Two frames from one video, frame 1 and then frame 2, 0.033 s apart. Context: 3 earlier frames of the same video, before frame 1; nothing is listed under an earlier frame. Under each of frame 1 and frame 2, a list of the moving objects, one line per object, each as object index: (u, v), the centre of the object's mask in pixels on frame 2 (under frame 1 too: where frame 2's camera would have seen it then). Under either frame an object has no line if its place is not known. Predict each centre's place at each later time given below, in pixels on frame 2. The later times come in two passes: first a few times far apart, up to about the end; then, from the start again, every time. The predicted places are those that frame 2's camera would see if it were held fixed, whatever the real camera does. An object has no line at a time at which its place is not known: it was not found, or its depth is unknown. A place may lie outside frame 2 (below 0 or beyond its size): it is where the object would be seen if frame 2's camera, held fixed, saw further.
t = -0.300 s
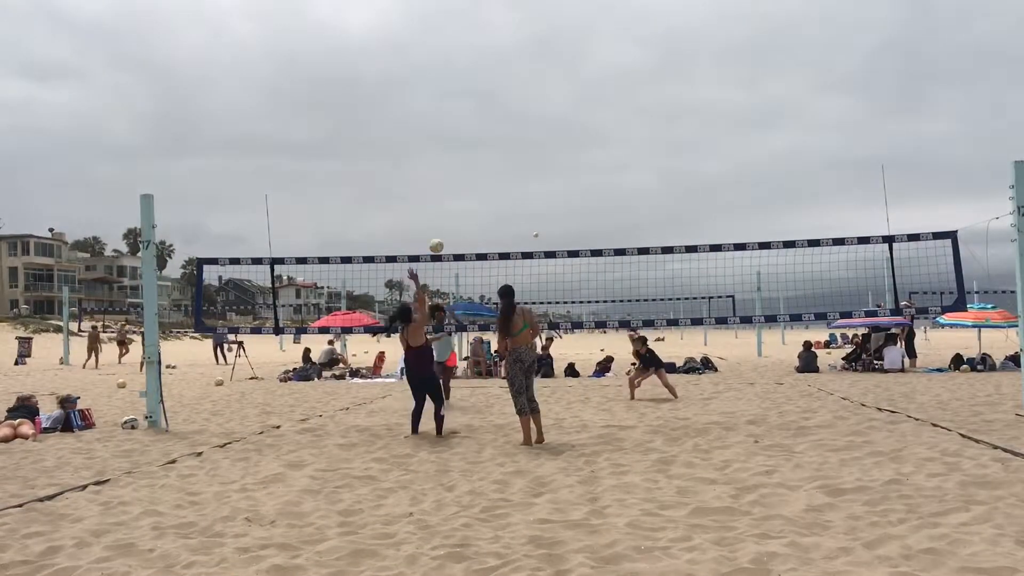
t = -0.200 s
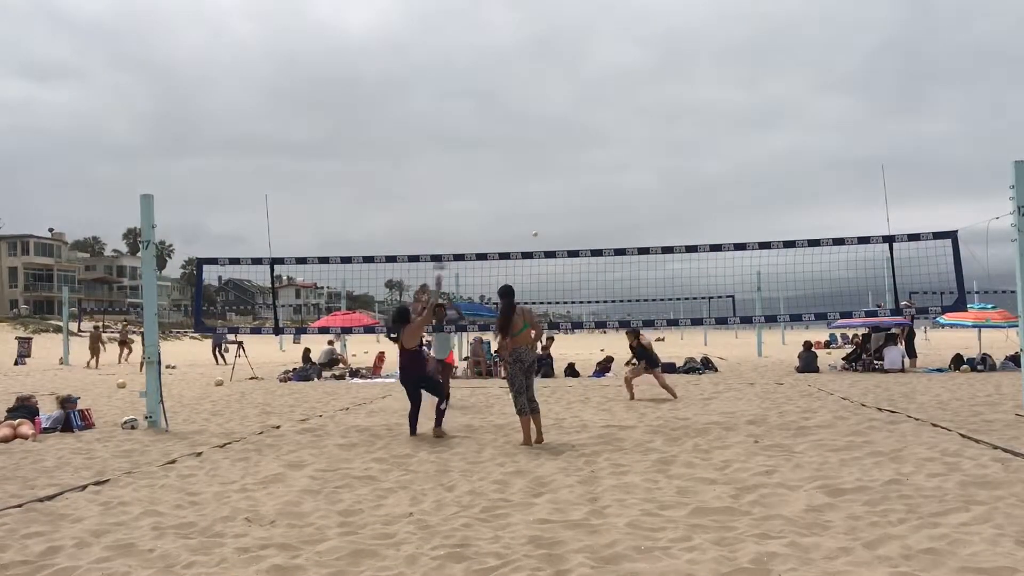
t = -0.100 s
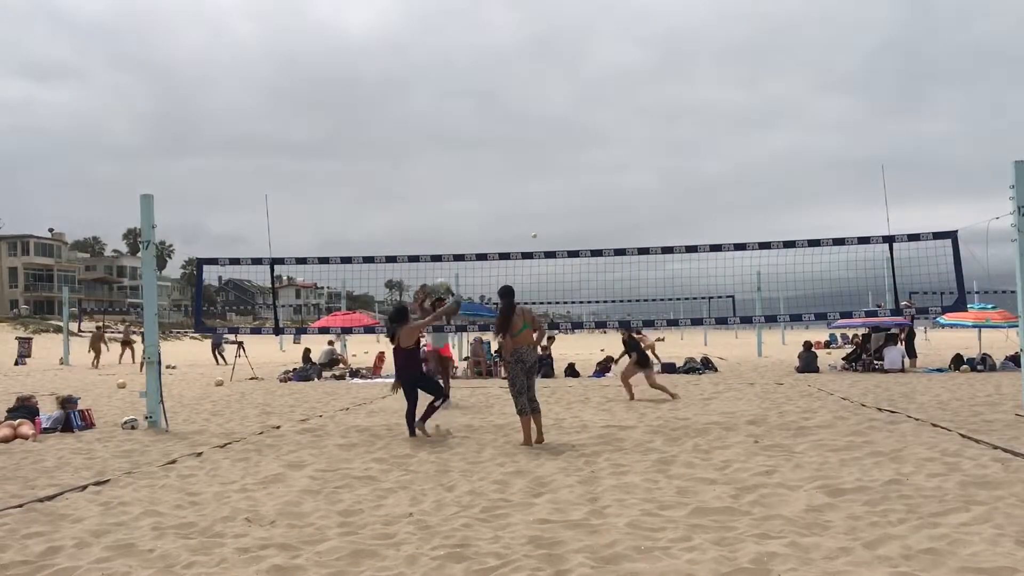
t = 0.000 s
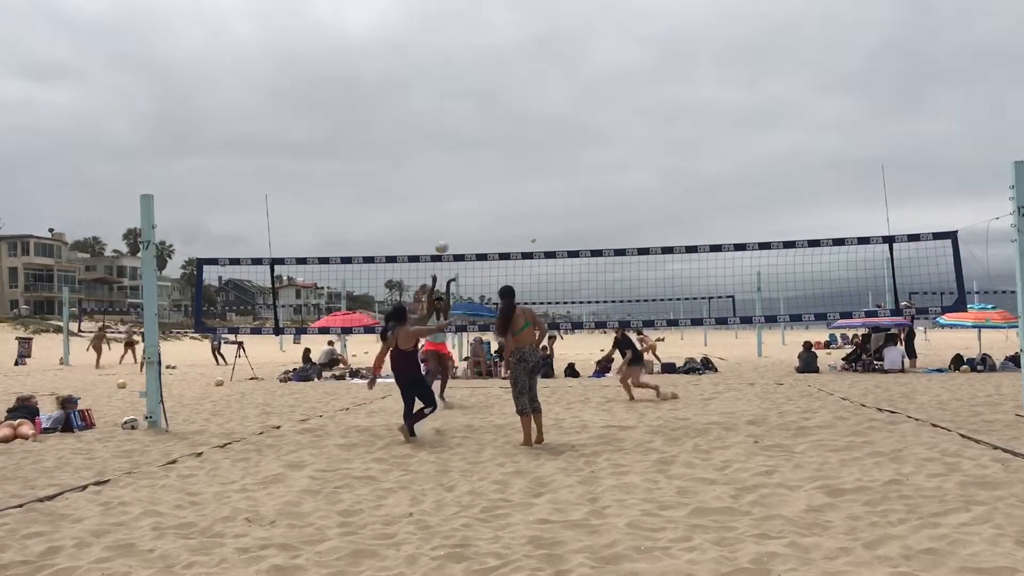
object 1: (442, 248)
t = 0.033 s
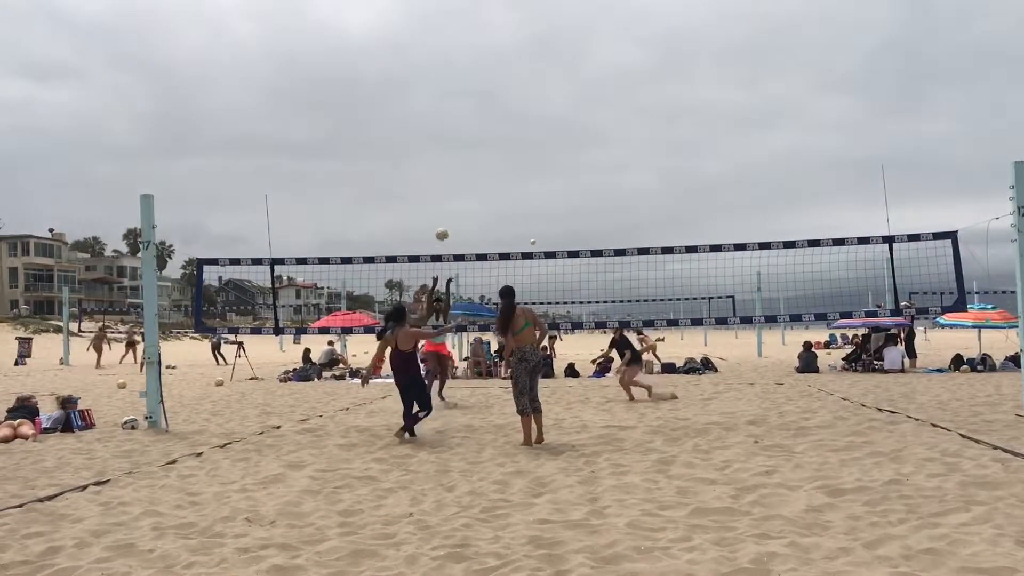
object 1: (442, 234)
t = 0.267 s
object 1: (441, 161)
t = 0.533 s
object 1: (439, 119)
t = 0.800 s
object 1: (437, 119)
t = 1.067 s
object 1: (436, 161)
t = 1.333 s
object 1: (434, 244)
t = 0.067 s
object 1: (442, 222)
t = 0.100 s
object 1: (442, 210)
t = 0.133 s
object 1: (442, 199)
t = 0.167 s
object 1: (442, 189)
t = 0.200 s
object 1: (442, 179)
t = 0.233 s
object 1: (442, 170)
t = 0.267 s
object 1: (441, 161)
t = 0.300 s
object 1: (441, 155)
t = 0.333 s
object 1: (441, 148)
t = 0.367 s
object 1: (441, 141)
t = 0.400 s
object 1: (440, 135)
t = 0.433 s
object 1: (440, 130)
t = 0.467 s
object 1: (440, 126)
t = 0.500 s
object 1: (440, 123)
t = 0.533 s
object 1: (439, 119)
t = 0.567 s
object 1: (439, 117)
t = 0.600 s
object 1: (439, 115)
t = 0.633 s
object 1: (438, 114)
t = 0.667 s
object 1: (438, 114)
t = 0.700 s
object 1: (438, 114)
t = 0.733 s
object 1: (438, 115)
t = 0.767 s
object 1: (437, 117)
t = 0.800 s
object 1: (437, 119)
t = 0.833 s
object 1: (437, 123)
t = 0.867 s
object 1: (437, 126)
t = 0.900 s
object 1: (437, 130)
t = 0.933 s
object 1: (437, 135)
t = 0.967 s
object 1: (436, 140)
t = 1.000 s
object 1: (436, 147)
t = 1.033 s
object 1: (436, 153)
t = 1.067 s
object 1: (436, 161)
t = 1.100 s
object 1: (436, 169)
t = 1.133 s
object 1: (435, 178)
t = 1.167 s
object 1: (435, 187)
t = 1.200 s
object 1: (435, 197)
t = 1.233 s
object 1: (434, 208)
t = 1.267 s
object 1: (434, 219)
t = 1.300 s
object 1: (434, 230)
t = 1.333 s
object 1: (434, 244)
